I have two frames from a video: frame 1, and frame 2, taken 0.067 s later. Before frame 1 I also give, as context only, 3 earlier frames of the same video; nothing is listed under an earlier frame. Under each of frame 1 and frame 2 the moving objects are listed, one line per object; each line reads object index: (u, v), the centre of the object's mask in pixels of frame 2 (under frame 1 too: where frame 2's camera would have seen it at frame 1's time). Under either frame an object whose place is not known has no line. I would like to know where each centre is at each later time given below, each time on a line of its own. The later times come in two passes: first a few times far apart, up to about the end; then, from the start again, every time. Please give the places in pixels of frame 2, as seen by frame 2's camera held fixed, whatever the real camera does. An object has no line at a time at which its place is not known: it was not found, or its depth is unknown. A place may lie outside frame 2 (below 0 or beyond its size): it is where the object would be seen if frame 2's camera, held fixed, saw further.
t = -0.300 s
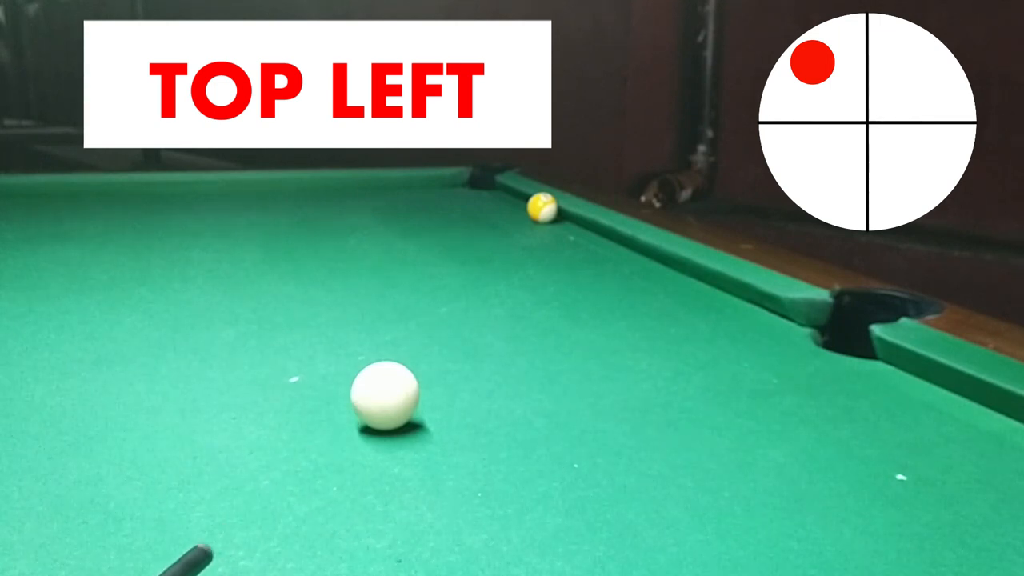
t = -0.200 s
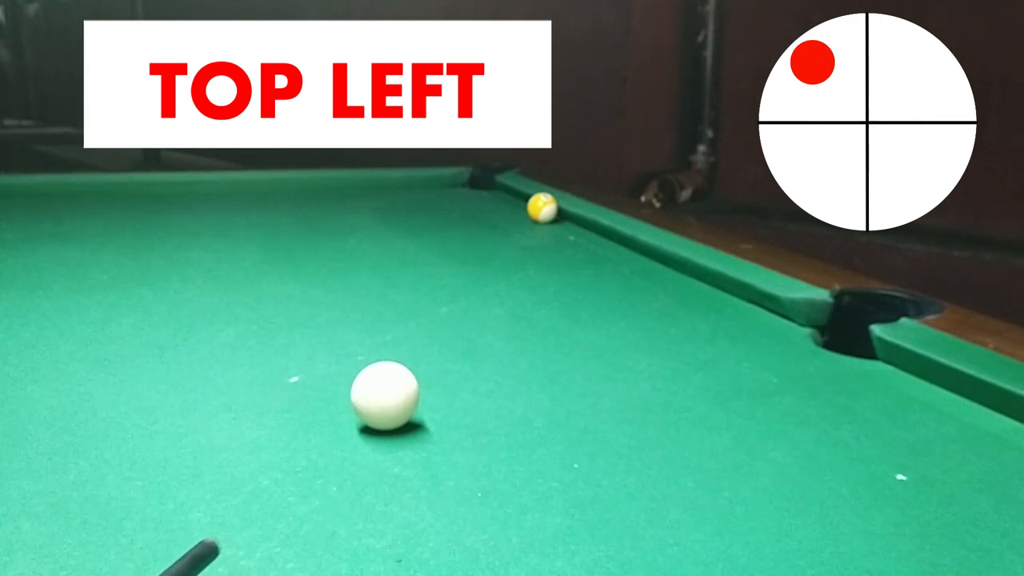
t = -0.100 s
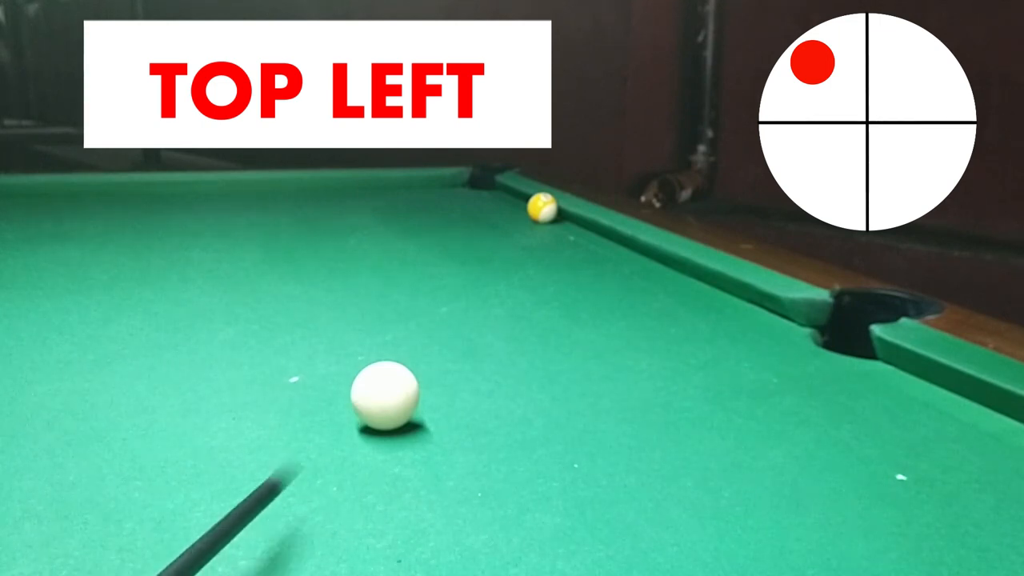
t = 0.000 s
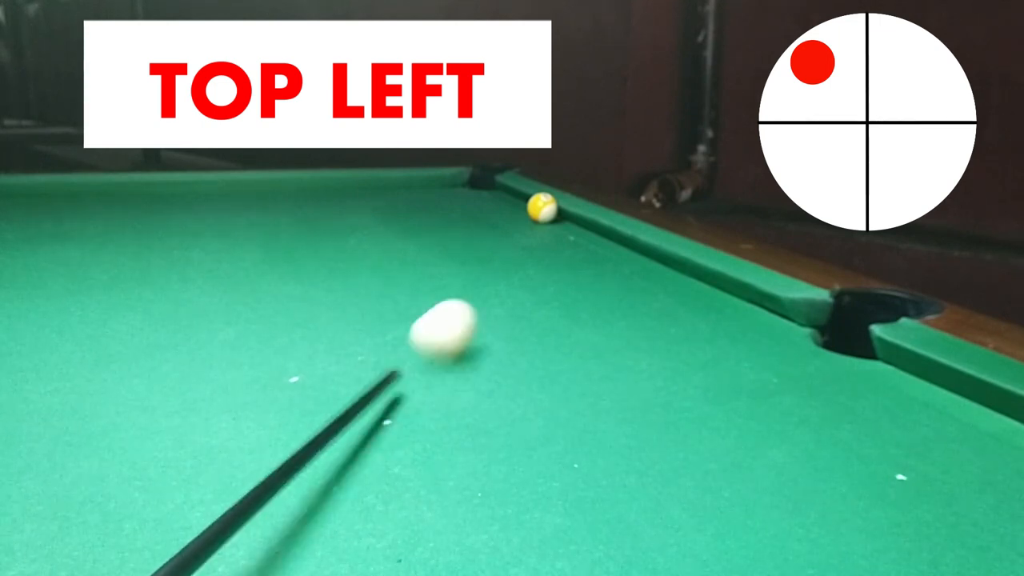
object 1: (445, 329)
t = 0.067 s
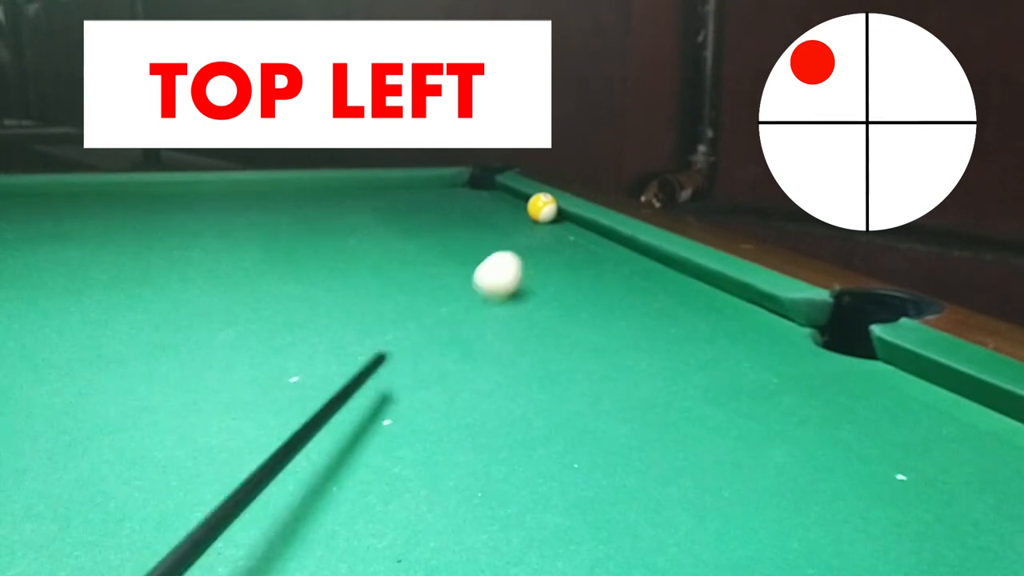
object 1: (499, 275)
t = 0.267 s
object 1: (518, 211)
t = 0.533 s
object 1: (369, 199)
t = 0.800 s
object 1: (247, 186)
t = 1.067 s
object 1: (104, 190)
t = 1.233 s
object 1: (7, 197)
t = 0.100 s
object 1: (518, 256)
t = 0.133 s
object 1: (533, 239)
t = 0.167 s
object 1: (545, 225)
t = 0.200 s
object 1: (556, 214)
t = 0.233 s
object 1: (540, 212)
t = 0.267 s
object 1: (518, 211)
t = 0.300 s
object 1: (497, 211)
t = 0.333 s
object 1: (477, 209)
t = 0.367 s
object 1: (457, 207)
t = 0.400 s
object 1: (438, 206)
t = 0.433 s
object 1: (420, 204)
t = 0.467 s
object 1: (402, 203)
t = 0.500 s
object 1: (386, 201)
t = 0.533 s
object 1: (369, 199)
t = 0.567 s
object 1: (352, 197)
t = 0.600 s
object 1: (336, 196)
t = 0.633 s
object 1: (320, 194)
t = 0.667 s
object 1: (305, 192)
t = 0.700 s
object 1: (290, 191)
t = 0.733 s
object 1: (276, 189)
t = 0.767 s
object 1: (261, 187)
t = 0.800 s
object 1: (247, 186)
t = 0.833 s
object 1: (233, 184)
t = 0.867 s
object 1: (220, 183)
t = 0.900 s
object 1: (203, 183)
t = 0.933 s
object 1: (184, 184)
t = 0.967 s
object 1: (165, 186)
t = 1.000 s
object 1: (145, 187)
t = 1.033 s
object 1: (124, 188)
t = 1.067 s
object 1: (104, 190)
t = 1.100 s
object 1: (82, 191)
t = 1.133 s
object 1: (62, 193)
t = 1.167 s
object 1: (39, 194)
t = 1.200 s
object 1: (18, 196)
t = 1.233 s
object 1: (7, 197)
